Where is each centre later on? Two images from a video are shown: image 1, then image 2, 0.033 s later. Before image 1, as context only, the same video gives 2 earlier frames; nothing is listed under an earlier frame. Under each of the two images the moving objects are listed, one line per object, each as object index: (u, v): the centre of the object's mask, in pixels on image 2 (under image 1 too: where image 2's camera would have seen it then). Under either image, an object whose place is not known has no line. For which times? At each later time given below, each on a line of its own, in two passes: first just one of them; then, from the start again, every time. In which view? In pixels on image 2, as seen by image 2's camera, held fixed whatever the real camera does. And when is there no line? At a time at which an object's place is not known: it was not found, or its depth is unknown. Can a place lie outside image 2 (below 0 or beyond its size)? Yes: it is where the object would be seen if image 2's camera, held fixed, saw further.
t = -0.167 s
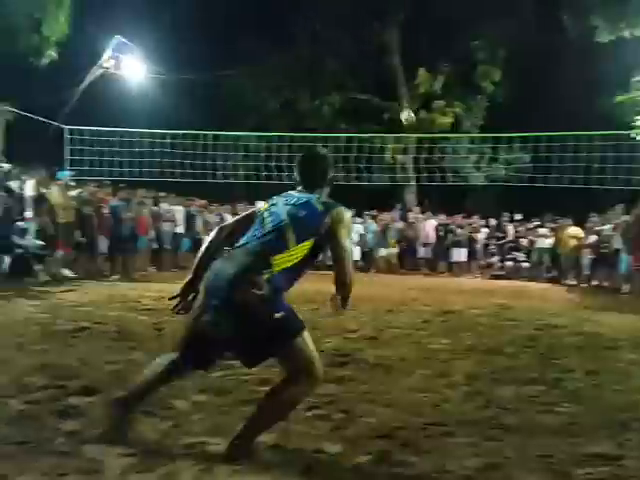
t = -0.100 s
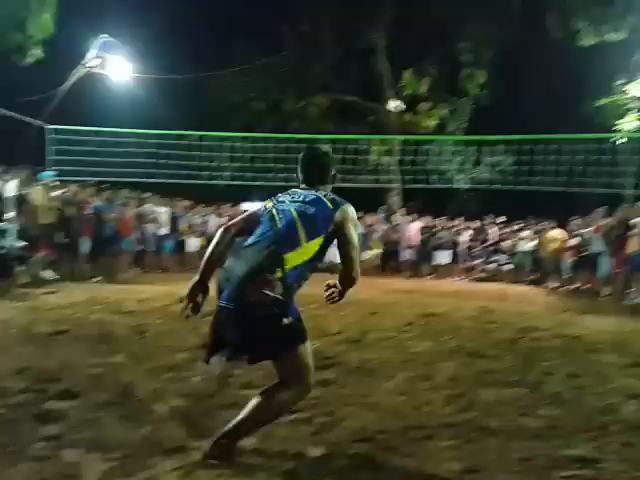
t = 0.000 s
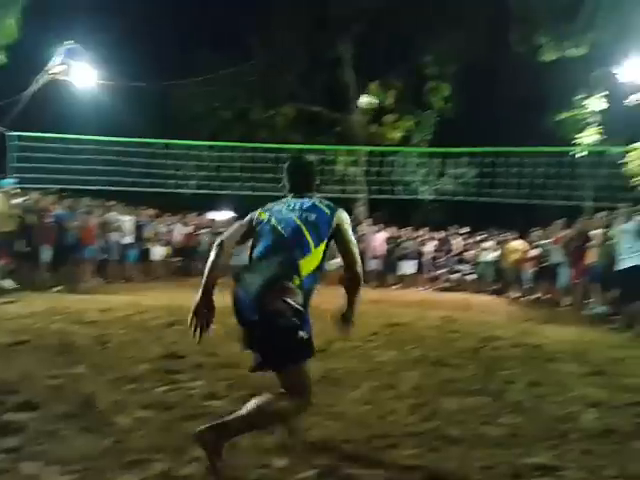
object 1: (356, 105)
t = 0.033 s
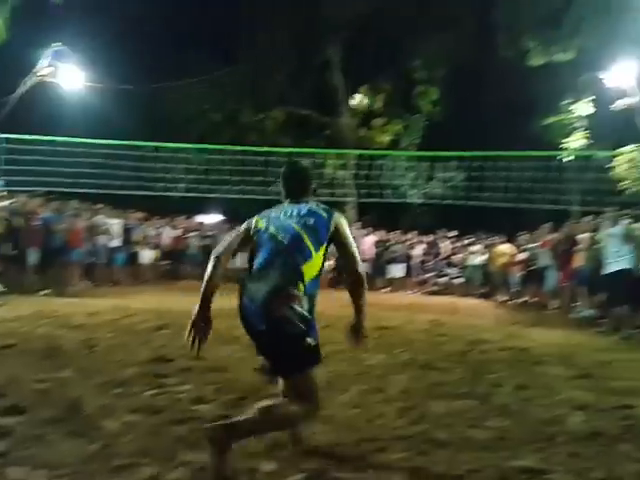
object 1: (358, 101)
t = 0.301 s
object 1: (380, 93)
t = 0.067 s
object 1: (360, 97)
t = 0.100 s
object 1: (363, 94)
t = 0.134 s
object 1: (366, 91)
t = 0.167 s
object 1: (368, 90)
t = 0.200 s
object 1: (371, 89)
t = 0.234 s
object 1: (374, 90)
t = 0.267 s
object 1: (377, 90)
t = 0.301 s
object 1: (380, 93)
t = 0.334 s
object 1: (383, 98)
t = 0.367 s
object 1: (387, 102)
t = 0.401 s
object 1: (391, 109)
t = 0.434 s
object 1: (395, 121)
